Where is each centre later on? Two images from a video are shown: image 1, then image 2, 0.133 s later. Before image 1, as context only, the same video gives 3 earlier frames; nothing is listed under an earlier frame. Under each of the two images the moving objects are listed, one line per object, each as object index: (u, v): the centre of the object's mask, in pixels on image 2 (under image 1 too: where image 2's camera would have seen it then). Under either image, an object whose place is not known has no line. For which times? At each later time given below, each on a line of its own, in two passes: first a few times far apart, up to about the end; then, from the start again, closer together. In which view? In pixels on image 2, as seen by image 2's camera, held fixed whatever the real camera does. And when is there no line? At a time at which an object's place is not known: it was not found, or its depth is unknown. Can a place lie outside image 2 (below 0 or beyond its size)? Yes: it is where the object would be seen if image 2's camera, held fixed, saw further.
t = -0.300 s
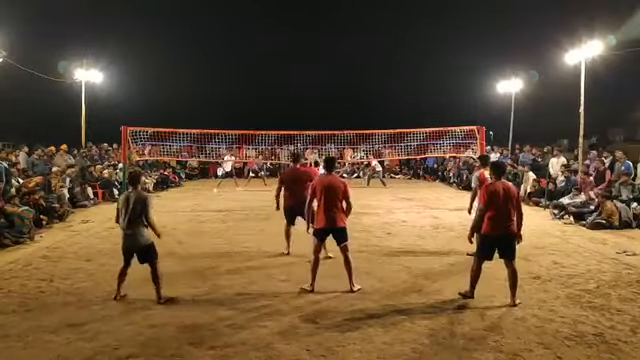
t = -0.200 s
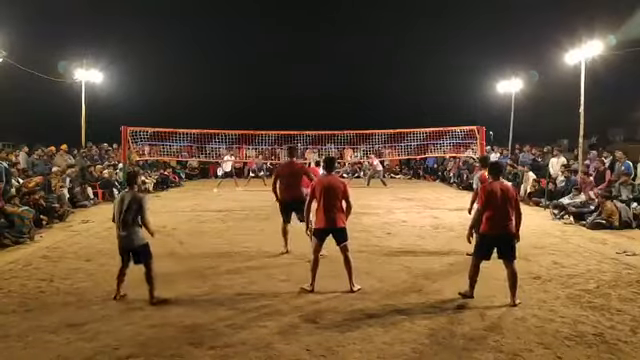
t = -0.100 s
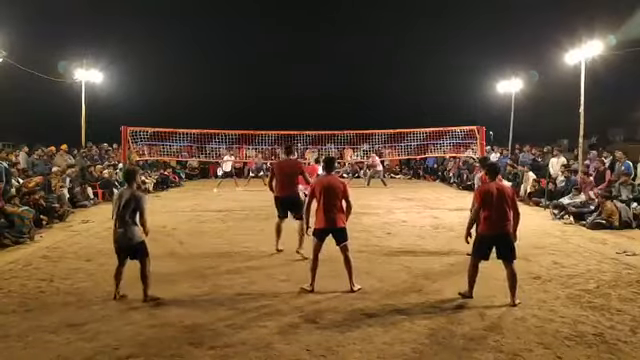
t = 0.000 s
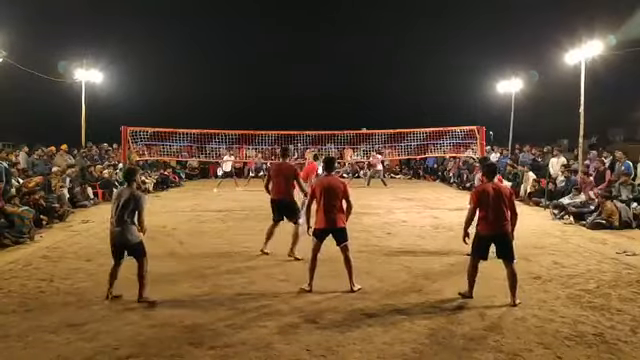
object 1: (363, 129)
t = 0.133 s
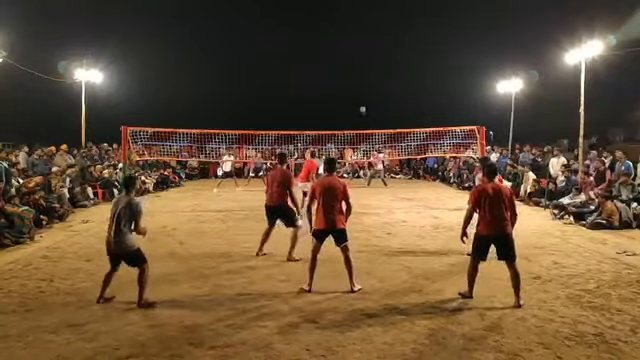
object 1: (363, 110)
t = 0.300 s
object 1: (361, 87)
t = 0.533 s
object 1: (359, 64)
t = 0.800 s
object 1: (356, 55)
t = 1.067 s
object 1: (353, 78)
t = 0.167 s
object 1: (362, 105)
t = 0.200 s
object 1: (362, 101)
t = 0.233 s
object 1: (361, 96)
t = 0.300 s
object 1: (361, 87)
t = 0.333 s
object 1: (360, 83)
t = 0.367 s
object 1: (360, 79)
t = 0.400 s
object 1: (359, 75)
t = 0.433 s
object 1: (359, 72)
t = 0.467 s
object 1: (359, 69)
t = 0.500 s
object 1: (359, 66)
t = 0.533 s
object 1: (359, 64)
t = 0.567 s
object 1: (359, 61)
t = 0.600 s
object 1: (358, 59)
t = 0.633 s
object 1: (357, 57)
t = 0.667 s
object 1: (357, 56)
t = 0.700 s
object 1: (357, 55)
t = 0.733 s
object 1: (356, 55)
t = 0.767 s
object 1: (356, 54)
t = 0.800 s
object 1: (356, 55)
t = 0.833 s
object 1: (355, 55)
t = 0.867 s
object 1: (355, 57)
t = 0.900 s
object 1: (355, 59)
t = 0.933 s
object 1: (354, 61)
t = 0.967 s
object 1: (354, 64)
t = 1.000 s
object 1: (354, 68)
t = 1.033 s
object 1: (353, 73)
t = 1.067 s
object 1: (353, 78)
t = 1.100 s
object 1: (352, 84)
